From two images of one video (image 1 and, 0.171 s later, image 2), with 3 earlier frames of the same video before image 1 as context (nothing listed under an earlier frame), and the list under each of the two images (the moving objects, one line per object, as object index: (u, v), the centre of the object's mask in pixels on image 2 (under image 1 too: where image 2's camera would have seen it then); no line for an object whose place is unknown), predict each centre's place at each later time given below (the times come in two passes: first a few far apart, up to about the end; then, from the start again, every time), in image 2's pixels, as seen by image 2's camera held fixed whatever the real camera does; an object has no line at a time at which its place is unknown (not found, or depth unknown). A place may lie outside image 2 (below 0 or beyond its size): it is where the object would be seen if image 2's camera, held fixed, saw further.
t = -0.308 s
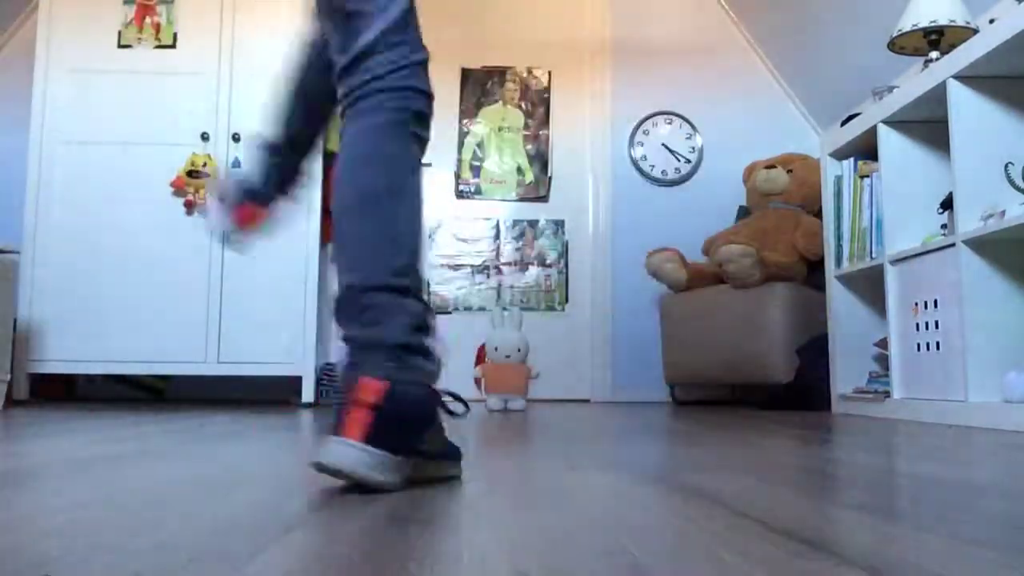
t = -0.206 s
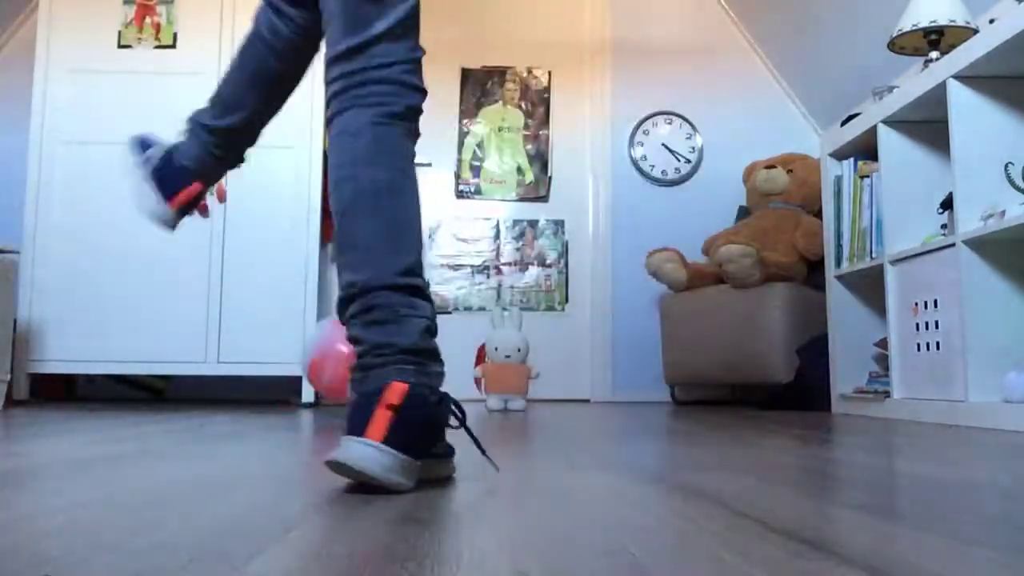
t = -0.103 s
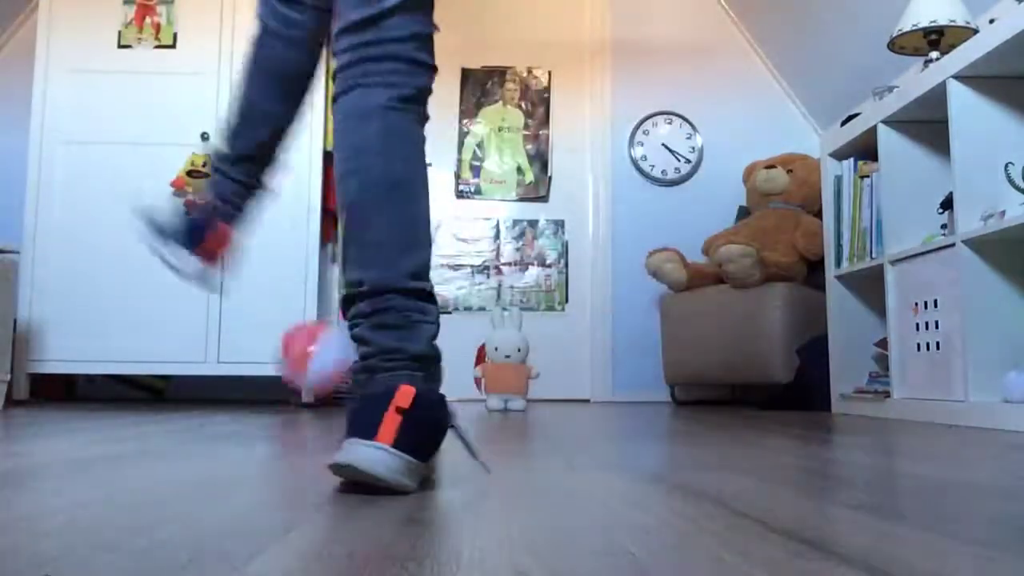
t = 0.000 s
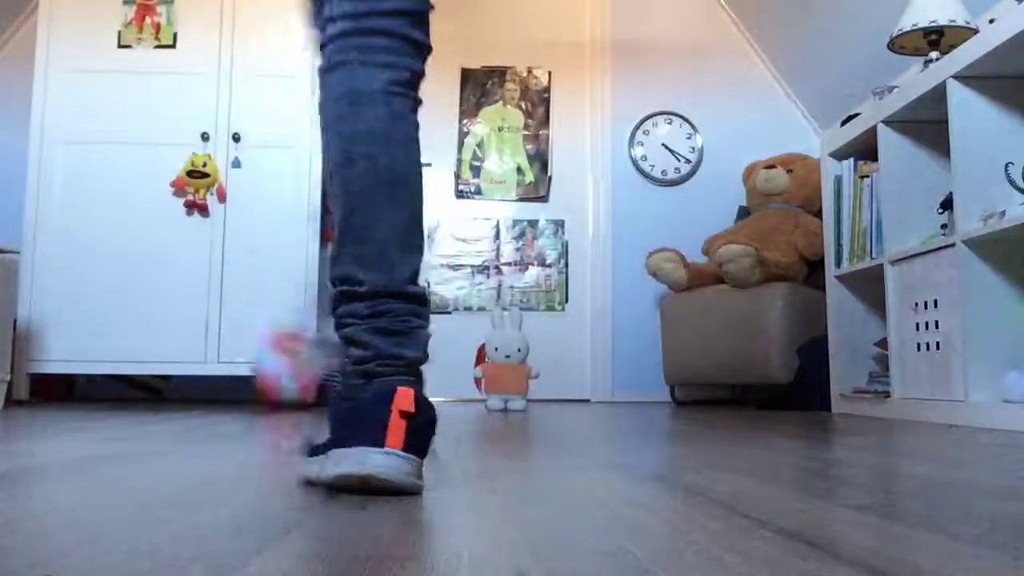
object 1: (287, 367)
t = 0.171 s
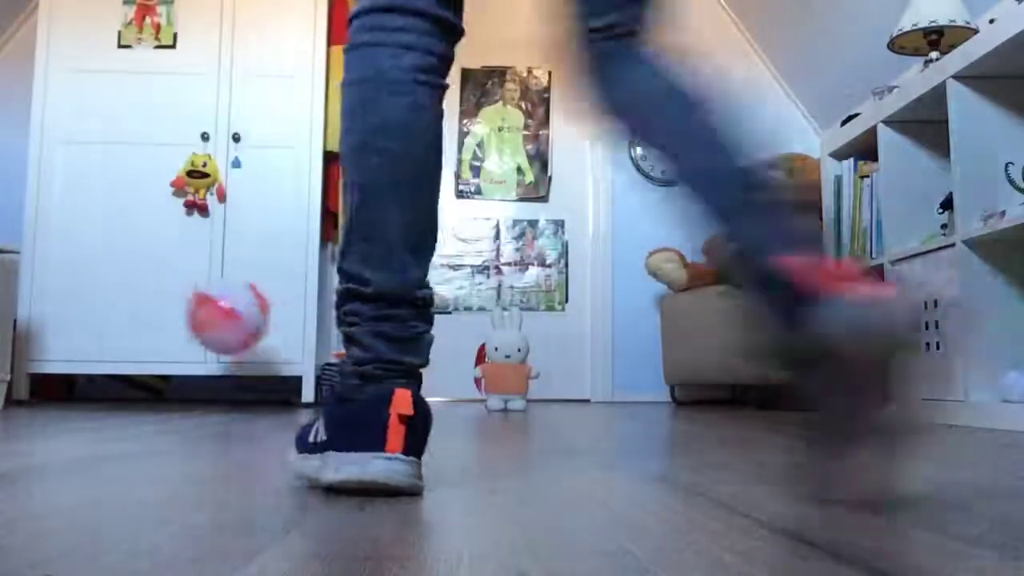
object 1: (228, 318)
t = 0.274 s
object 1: (186, 317)
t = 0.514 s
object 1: (70, 342)
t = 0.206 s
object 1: (214, 313)
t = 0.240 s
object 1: (198, 314)
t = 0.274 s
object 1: (186, 317)
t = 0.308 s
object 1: (169, 323)
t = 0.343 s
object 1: (153, 333)
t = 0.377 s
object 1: (135, 349)
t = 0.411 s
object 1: (117, 367)
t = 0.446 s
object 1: (102, 369)
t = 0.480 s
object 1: (85, 353)
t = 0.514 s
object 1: (70, 342)
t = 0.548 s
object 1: (56, 335)
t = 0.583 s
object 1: (46, 332)
